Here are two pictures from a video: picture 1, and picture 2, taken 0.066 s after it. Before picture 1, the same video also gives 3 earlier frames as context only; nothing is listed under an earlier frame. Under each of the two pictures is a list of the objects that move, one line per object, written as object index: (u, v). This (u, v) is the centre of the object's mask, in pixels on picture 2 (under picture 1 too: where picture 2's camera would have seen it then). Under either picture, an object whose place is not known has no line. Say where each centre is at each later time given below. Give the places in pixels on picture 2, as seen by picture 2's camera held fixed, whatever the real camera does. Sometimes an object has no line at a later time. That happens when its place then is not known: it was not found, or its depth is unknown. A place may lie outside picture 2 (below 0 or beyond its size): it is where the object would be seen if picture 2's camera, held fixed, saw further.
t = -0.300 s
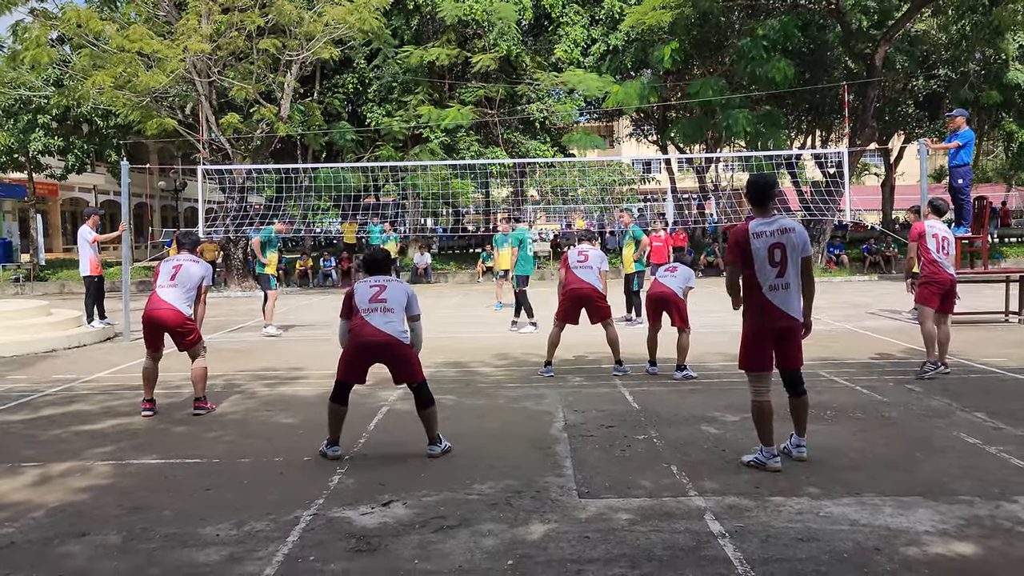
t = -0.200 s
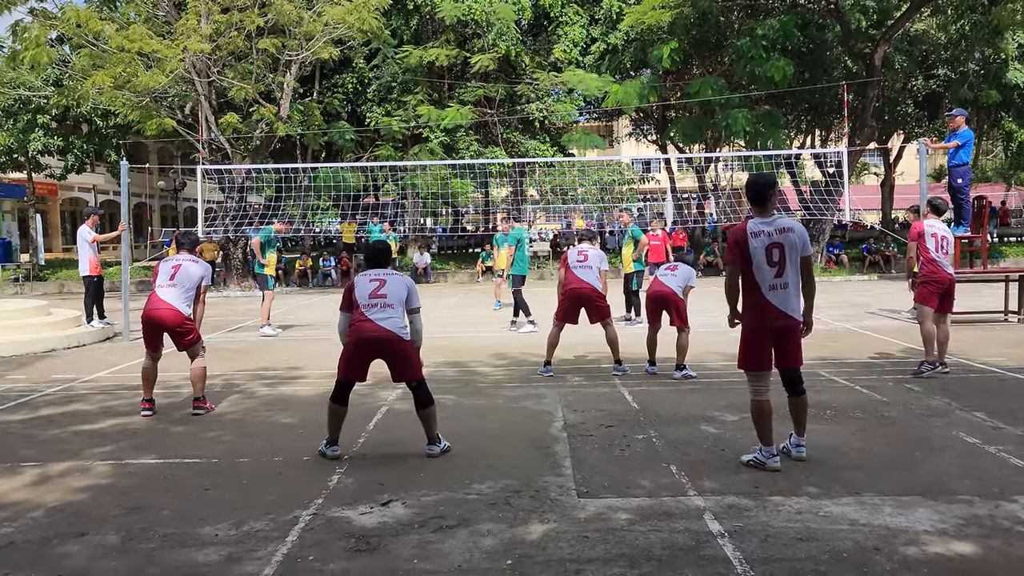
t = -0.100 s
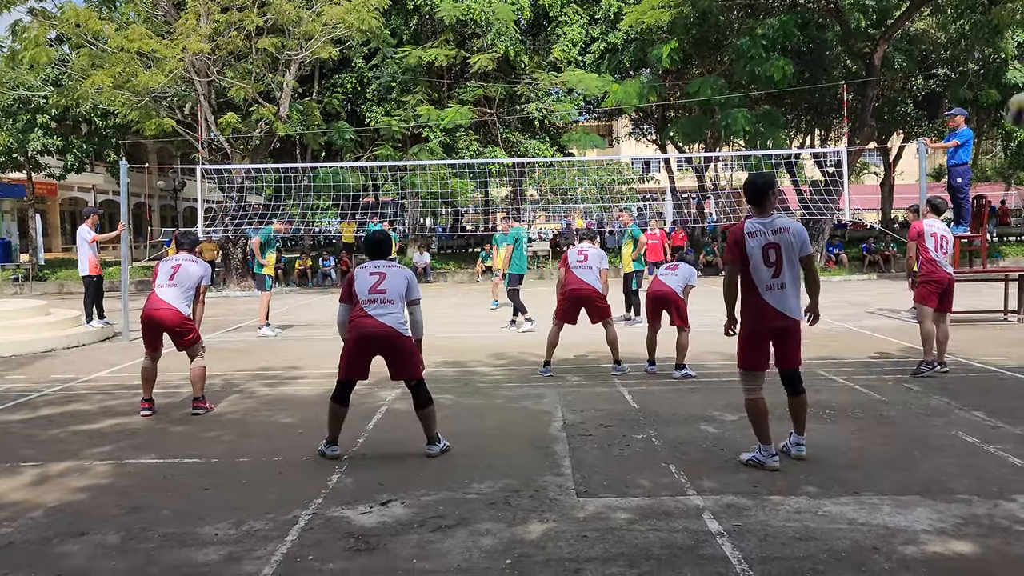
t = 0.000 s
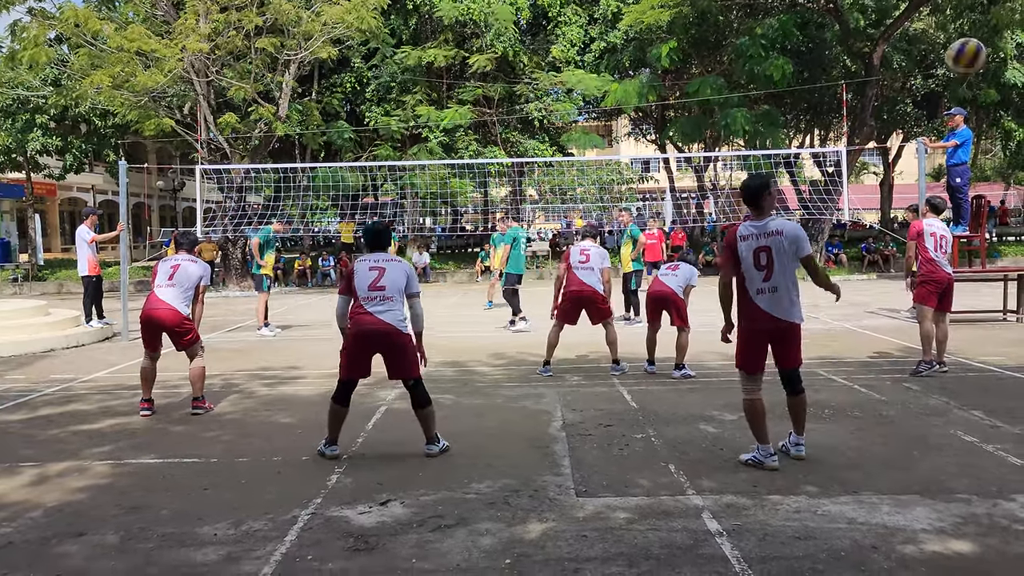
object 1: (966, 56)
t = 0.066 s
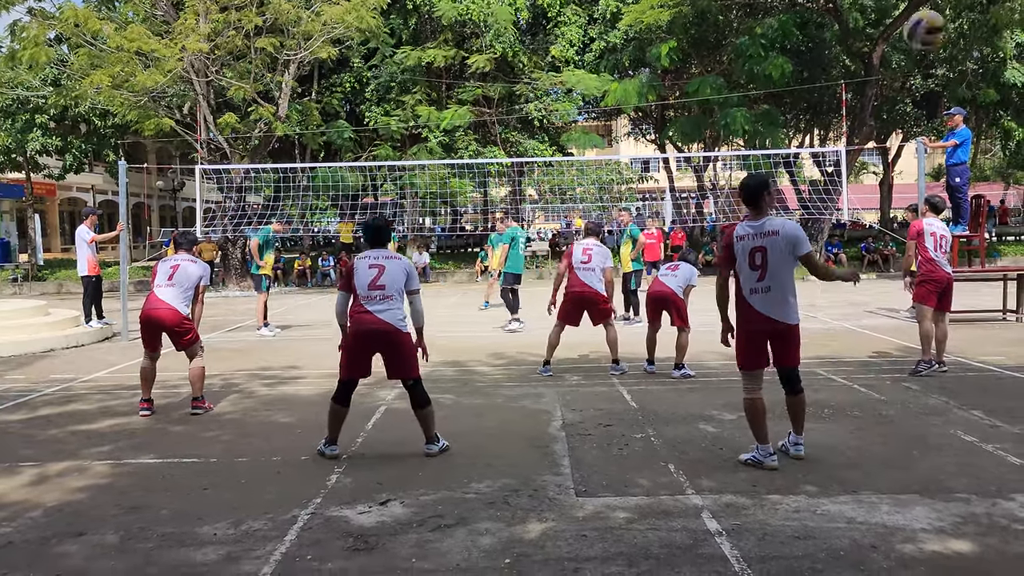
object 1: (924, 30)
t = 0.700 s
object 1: (483, 184)
